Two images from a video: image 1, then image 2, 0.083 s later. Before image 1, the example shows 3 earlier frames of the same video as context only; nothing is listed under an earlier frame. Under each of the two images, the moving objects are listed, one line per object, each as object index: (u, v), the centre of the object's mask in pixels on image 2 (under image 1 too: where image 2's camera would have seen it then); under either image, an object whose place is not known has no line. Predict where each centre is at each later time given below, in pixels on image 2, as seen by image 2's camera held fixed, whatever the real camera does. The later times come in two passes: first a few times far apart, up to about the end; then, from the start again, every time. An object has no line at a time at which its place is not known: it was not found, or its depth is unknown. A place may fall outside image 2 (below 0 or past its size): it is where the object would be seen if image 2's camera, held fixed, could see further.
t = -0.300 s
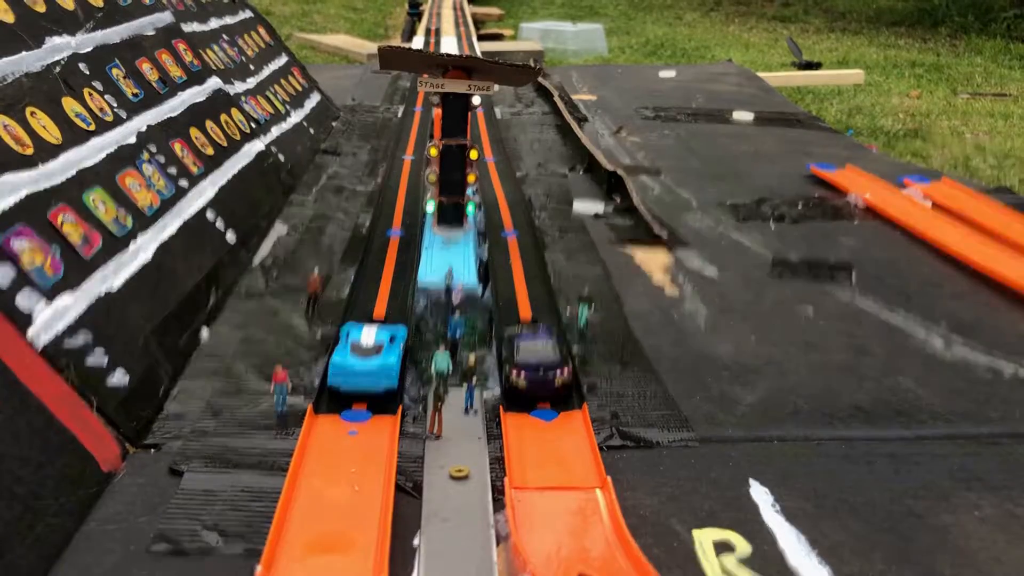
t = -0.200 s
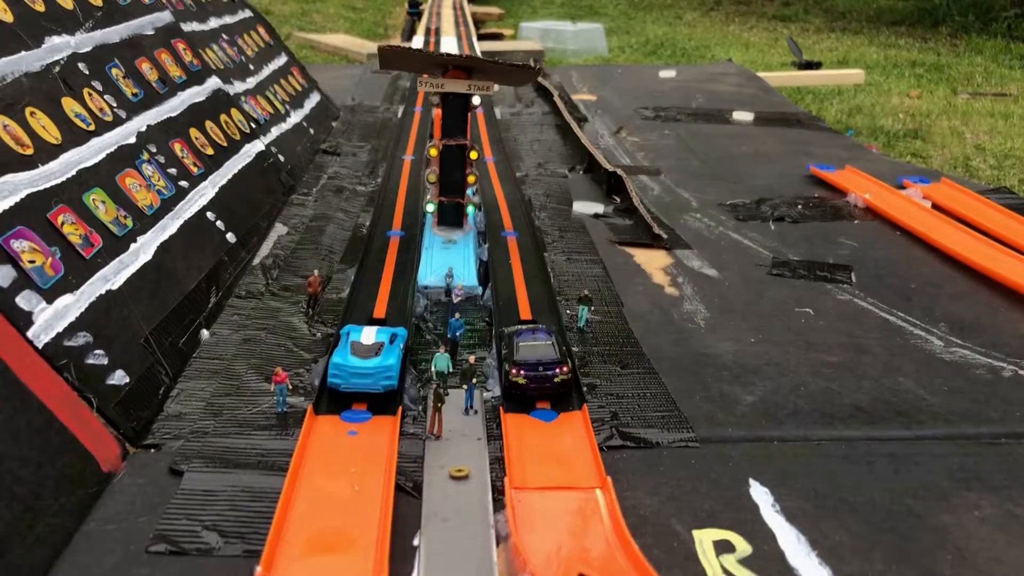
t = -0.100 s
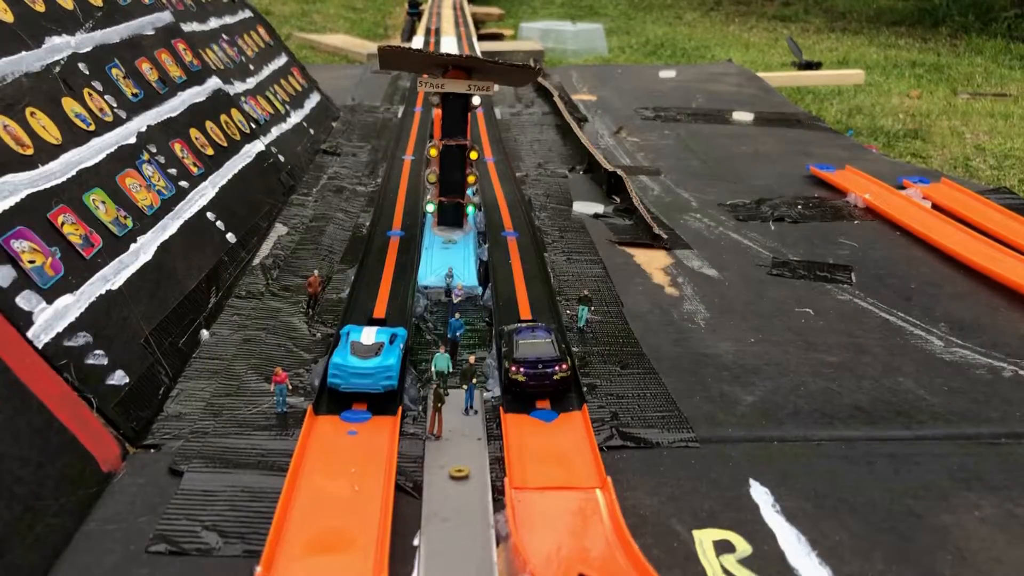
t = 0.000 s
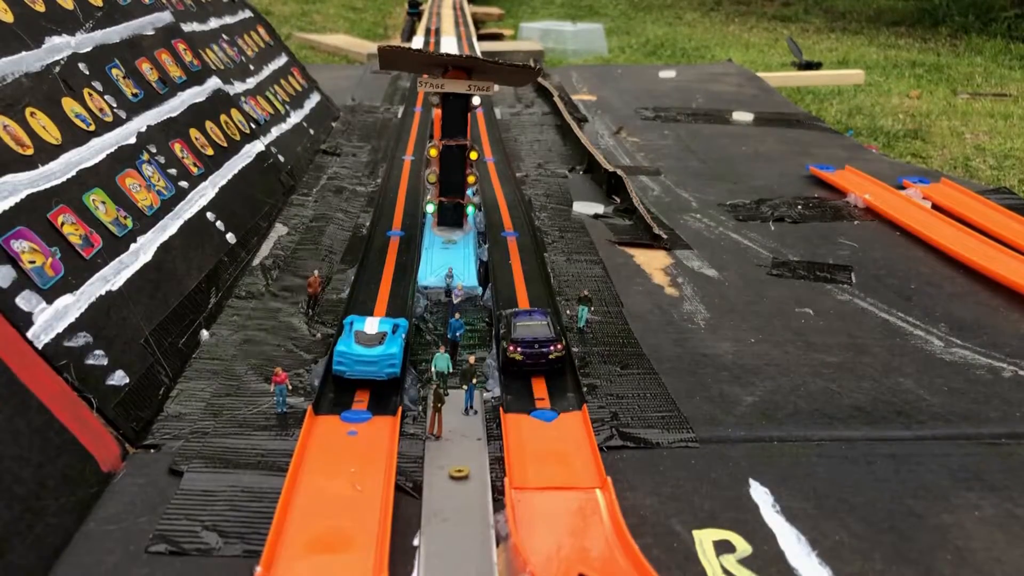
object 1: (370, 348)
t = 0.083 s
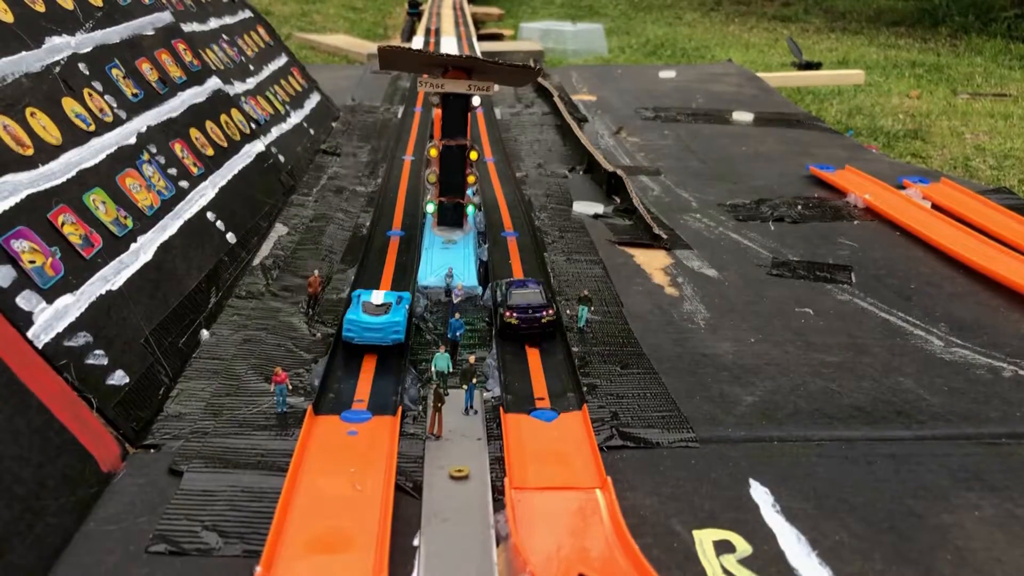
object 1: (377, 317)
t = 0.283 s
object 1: (396, 218)
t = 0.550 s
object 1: (415, 122)
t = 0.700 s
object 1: (416, 79)
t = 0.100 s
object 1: (379, 310)
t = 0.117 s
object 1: (380, 302)
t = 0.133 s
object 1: (381, 294)
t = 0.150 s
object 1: (383, 286)
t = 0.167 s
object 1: (385, 277)
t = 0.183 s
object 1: (387, 269)
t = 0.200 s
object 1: (388, 260)
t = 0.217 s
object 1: (390, 252)
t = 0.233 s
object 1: (392, 243)
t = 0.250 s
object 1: (393, 235)
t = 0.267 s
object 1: (395, 226)
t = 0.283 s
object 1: (396, 218)
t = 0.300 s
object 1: (398, 209)
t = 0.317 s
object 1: (399, 202)
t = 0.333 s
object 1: (401, 195)
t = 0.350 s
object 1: (402, 188)
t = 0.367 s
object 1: (403, 181)
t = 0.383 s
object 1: (404, 173)
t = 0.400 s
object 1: (405, 168)
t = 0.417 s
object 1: (406, 163)
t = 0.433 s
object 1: (407, 158)
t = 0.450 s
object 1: (408, 152)
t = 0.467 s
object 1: (408, 147)
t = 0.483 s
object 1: (410, 142)
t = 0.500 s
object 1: (411, 137)
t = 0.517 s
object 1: (413, 131)
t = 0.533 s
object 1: (414, 127)
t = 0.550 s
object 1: (415, 122)
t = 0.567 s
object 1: (415, 117)
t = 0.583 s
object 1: (416, 112)
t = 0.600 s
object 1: (418, 108)
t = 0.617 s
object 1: (418, 102)
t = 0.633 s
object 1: (418, 98)
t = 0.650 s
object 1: (418, 94)
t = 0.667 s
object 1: (417, 90)
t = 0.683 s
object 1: (415, 82)
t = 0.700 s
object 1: (416, 79)
